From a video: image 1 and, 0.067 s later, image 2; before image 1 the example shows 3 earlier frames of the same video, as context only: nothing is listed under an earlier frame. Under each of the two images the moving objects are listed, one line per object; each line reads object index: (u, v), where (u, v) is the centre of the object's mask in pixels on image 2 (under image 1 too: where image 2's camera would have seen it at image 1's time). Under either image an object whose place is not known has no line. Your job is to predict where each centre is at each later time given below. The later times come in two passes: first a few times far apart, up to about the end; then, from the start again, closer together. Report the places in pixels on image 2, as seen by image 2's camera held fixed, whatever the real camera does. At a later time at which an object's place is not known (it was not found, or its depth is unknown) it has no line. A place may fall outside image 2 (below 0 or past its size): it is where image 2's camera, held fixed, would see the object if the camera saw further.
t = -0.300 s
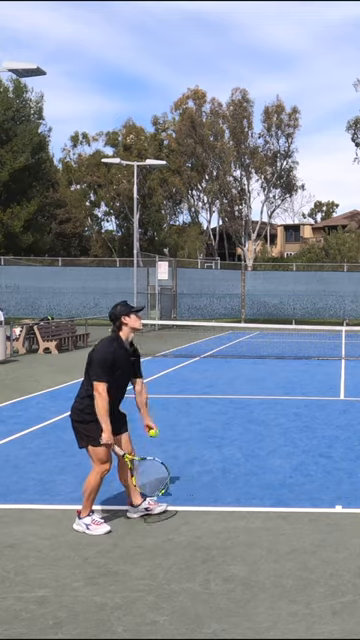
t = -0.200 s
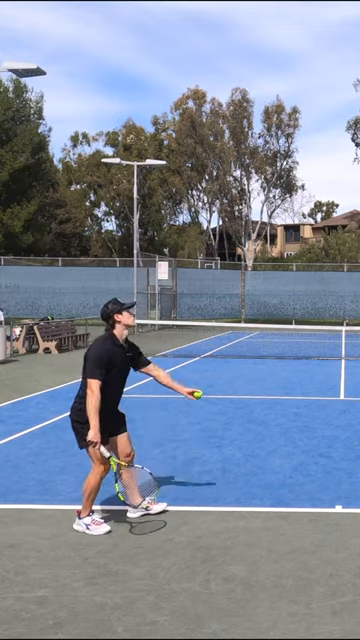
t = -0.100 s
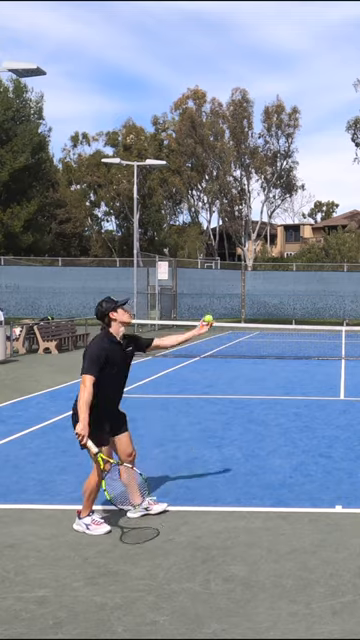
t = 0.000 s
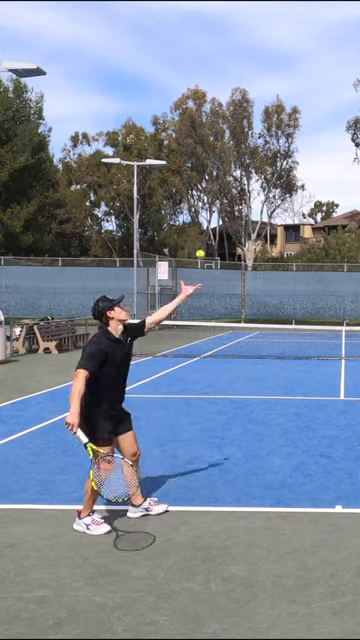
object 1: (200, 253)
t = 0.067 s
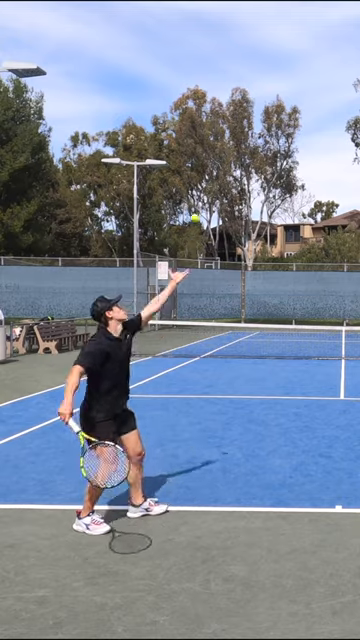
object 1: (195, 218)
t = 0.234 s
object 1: (180, 151)
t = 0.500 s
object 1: (160, 115)
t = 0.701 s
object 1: (144, 141)
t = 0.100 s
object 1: (192, 202)
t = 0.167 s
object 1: (186, 174)
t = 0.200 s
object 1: (184, 162)
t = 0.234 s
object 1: (180, 151)
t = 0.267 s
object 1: (178, 142)
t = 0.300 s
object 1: (175, 134)
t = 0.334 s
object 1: (172, 128)
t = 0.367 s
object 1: (170, 123)
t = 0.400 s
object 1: (168, 118)
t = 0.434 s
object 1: (164, 116)
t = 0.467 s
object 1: (162, 115)
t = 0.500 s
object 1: (160, 115)
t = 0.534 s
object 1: (156, 116)
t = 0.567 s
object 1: (155, 119)
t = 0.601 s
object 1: (152, 123)
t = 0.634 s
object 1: (149, 128)
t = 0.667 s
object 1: (146, 134)
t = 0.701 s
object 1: (144, 141)
